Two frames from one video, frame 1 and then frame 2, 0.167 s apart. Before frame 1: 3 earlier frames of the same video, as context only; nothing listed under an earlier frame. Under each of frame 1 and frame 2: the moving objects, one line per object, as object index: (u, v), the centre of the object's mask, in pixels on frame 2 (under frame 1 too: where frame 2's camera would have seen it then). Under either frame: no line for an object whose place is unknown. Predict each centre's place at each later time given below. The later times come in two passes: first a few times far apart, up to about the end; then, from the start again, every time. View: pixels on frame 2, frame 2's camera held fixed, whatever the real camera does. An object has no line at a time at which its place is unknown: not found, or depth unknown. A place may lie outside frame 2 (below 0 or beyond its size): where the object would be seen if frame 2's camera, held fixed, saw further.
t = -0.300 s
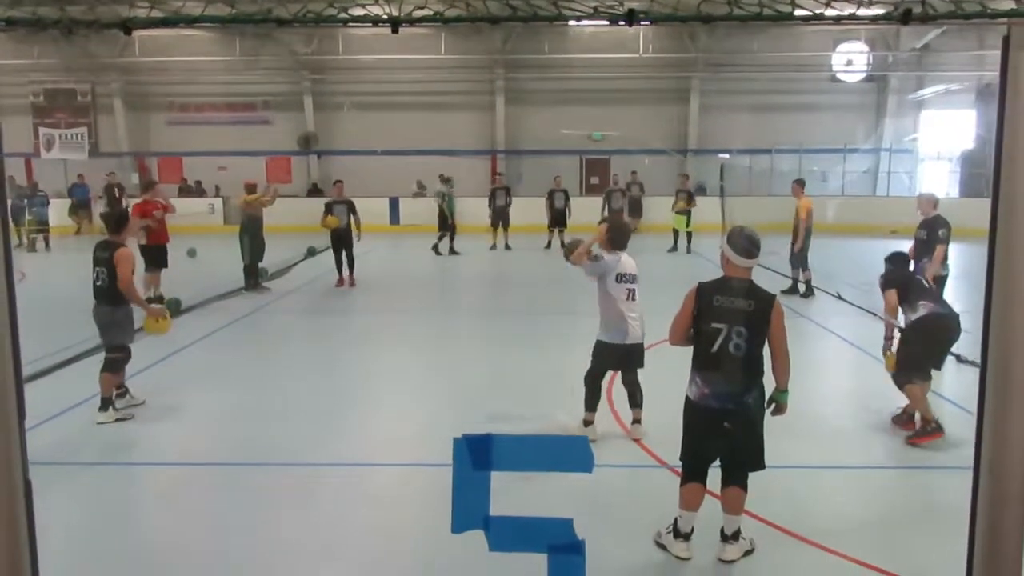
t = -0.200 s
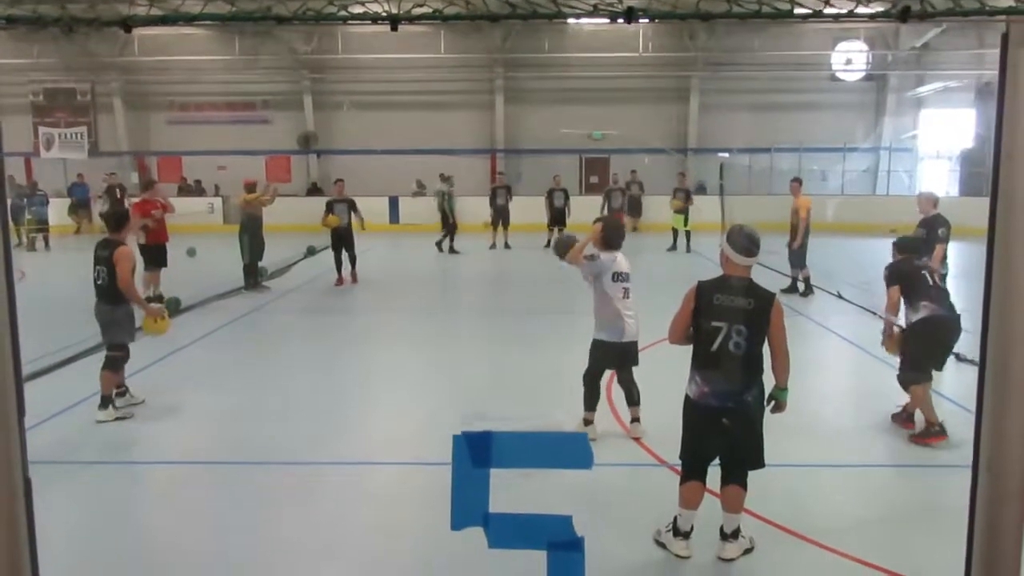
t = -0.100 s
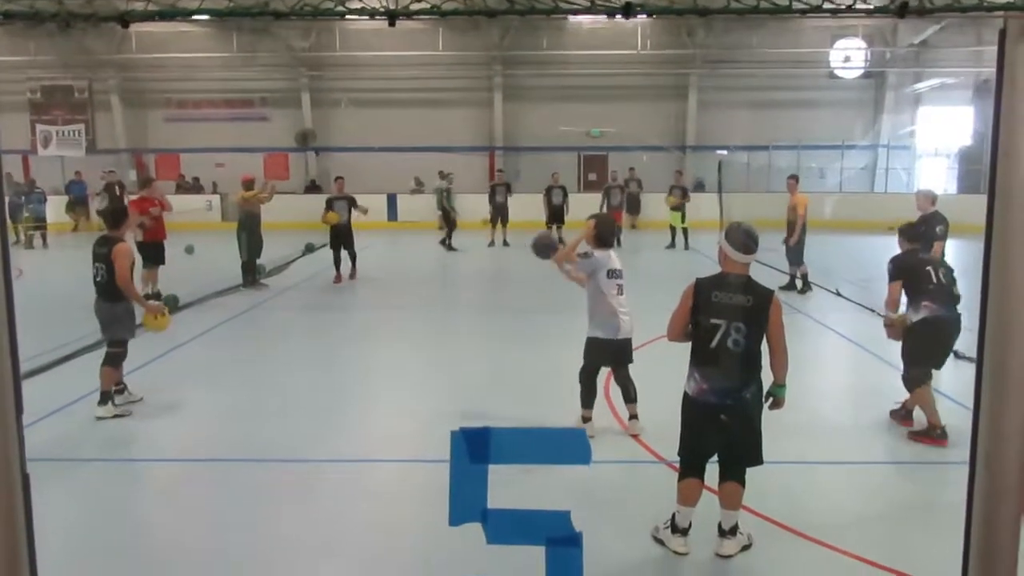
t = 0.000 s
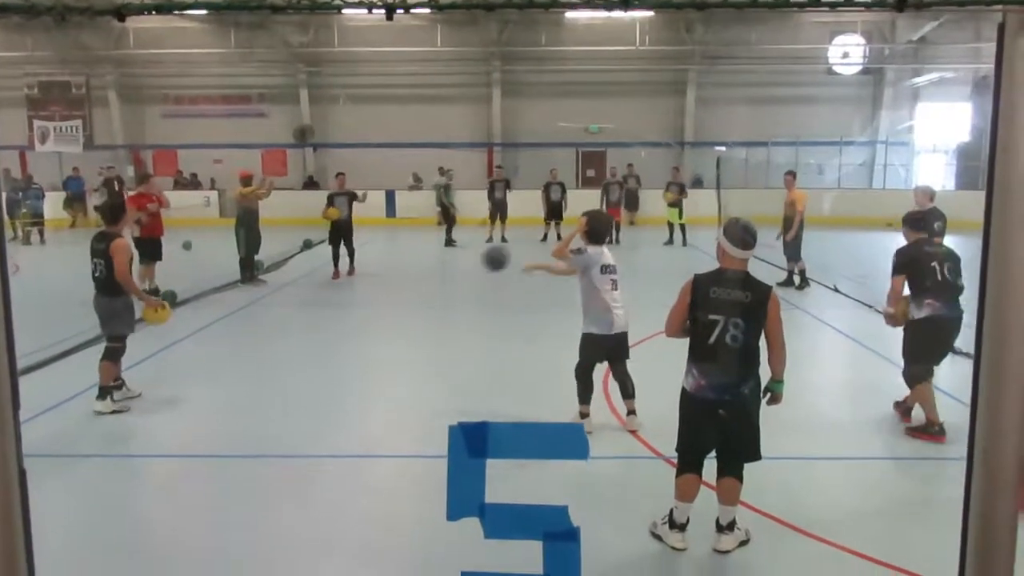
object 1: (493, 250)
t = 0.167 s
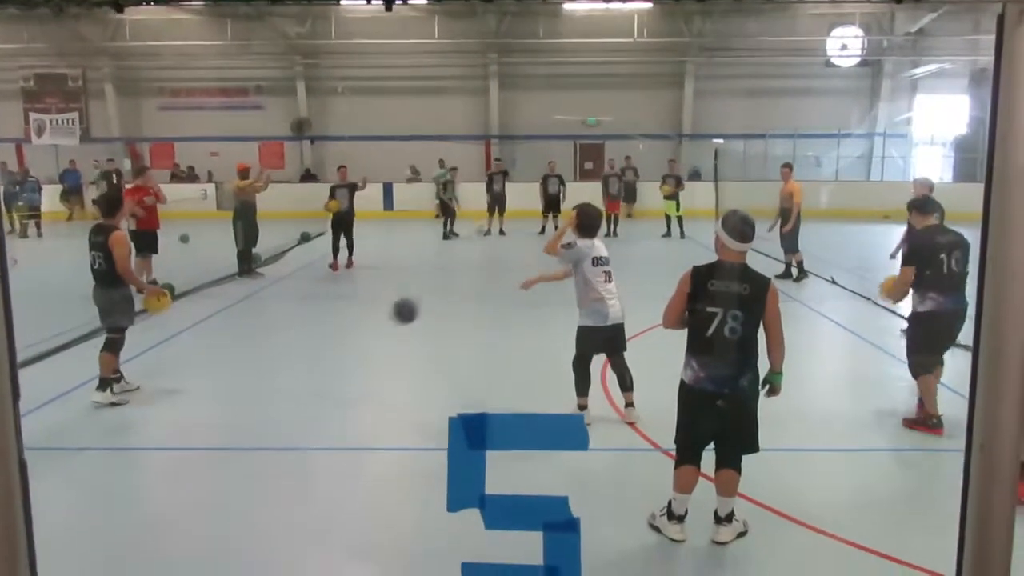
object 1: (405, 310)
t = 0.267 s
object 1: (353, 361)
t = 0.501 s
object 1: (278, 332)
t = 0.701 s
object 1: (224, 300)
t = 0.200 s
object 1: (387, 326)
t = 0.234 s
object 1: (370, 343)
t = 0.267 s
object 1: (353, 361)
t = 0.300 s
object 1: (337, 380)
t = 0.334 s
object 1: (324, 392)
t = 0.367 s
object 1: (315, 378)
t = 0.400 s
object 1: (305, 364)
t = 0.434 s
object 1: (296, 353)
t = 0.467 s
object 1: (287, 342)
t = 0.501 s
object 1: (278, 332)
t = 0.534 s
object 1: (269, 324)
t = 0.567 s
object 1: (261, 316)
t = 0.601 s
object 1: (251, 310)
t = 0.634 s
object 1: (242, 305)
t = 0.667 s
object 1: (233, 302)
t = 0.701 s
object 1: (224, 300)
